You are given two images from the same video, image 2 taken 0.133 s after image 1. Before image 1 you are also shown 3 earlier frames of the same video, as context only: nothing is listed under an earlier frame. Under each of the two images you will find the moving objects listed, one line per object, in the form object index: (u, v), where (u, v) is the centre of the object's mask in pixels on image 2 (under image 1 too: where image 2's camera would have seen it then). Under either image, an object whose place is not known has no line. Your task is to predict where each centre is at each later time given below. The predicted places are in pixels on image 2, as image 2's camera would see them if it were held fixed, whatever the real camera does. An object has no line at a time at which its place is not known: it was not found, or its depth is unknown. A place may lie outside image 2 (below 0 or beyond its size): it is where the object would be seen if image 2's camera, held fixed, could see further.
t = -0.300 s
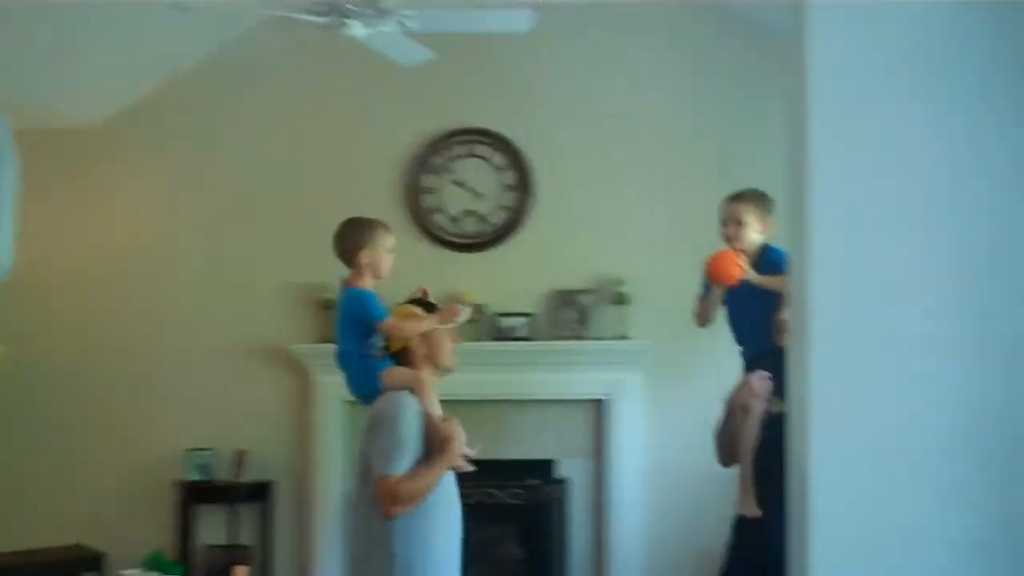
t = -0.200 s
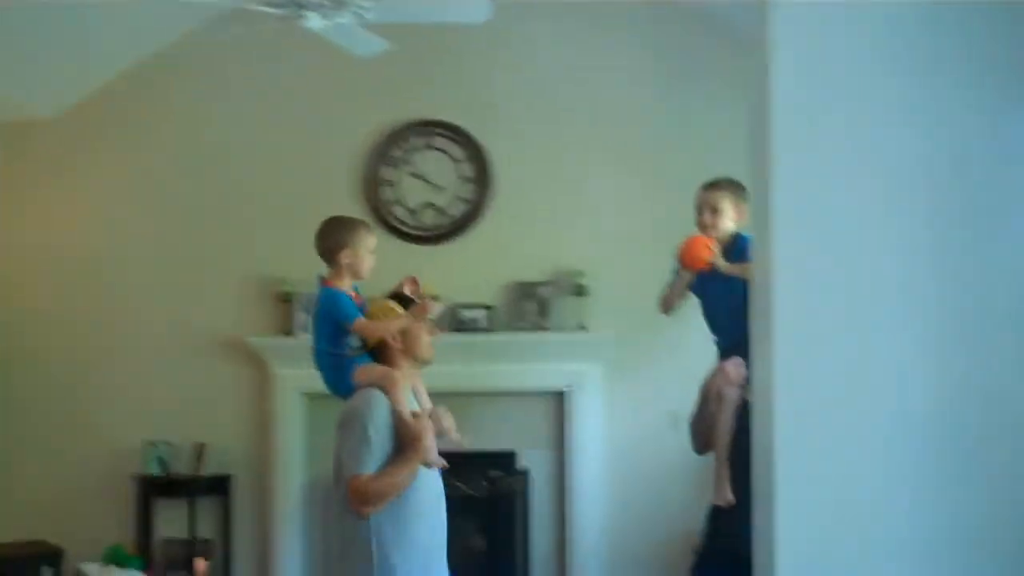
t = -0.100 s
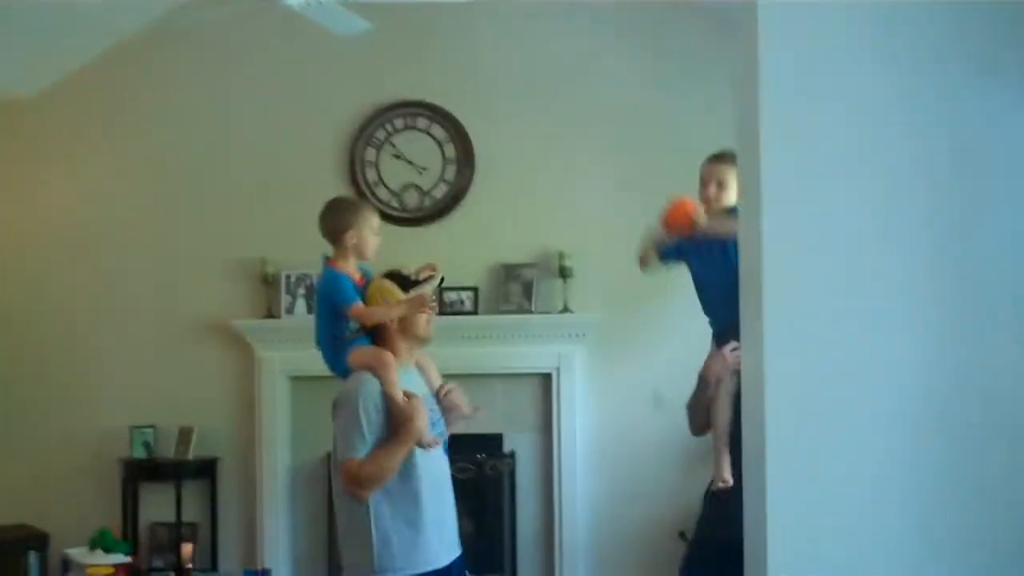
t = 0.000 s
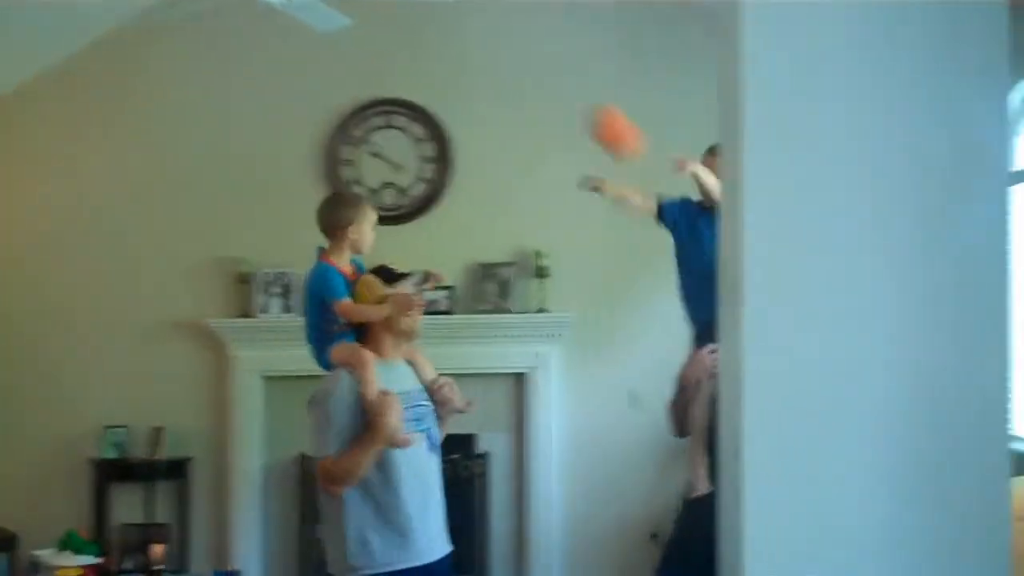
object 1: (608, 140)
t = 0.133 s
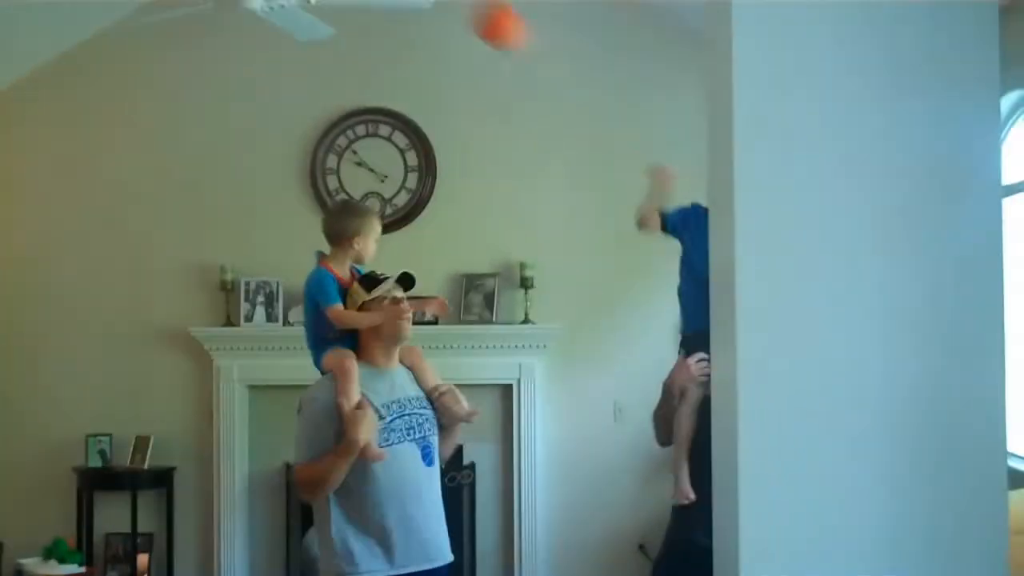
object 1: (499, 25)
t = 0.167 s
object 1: (473, 11)
